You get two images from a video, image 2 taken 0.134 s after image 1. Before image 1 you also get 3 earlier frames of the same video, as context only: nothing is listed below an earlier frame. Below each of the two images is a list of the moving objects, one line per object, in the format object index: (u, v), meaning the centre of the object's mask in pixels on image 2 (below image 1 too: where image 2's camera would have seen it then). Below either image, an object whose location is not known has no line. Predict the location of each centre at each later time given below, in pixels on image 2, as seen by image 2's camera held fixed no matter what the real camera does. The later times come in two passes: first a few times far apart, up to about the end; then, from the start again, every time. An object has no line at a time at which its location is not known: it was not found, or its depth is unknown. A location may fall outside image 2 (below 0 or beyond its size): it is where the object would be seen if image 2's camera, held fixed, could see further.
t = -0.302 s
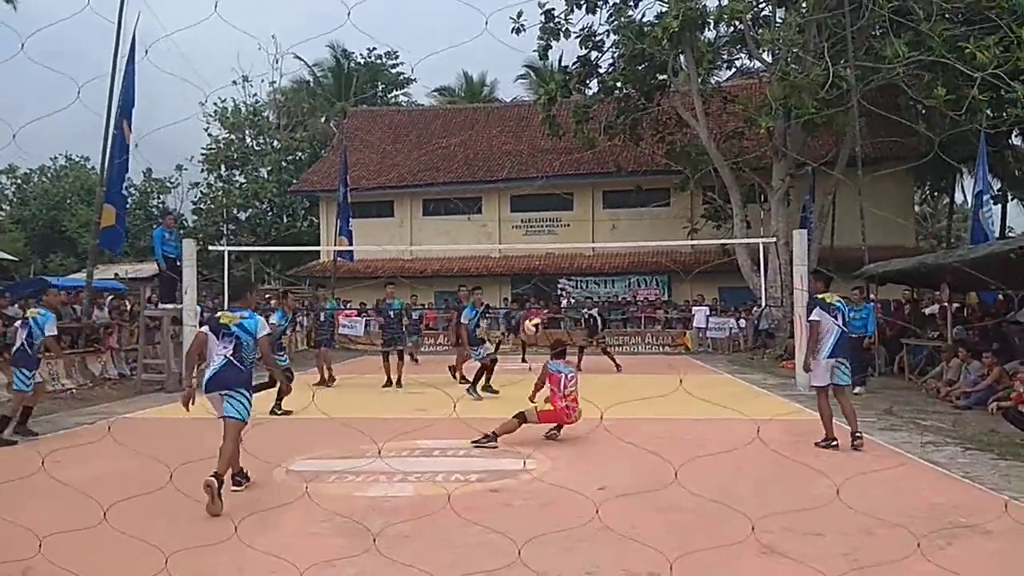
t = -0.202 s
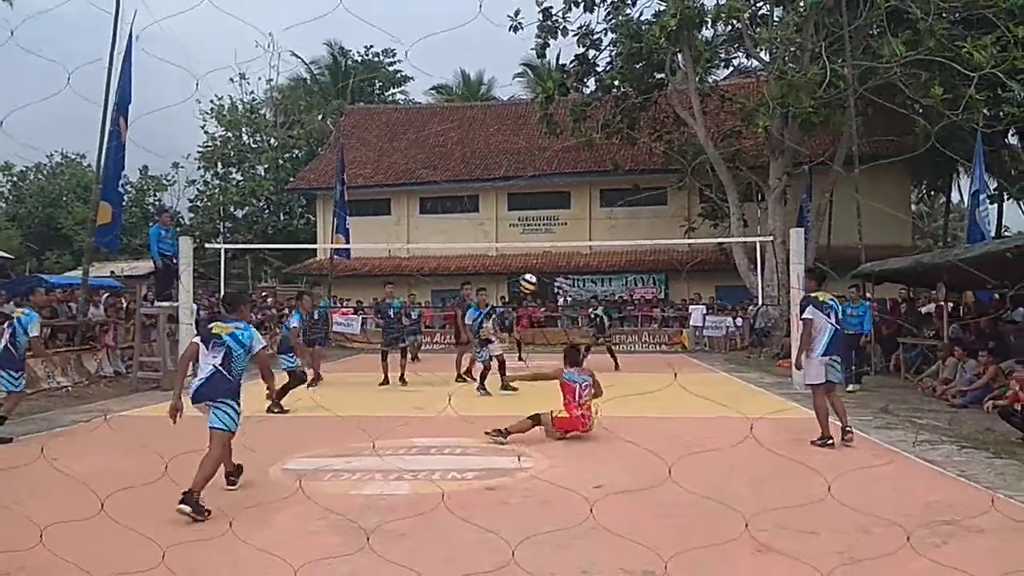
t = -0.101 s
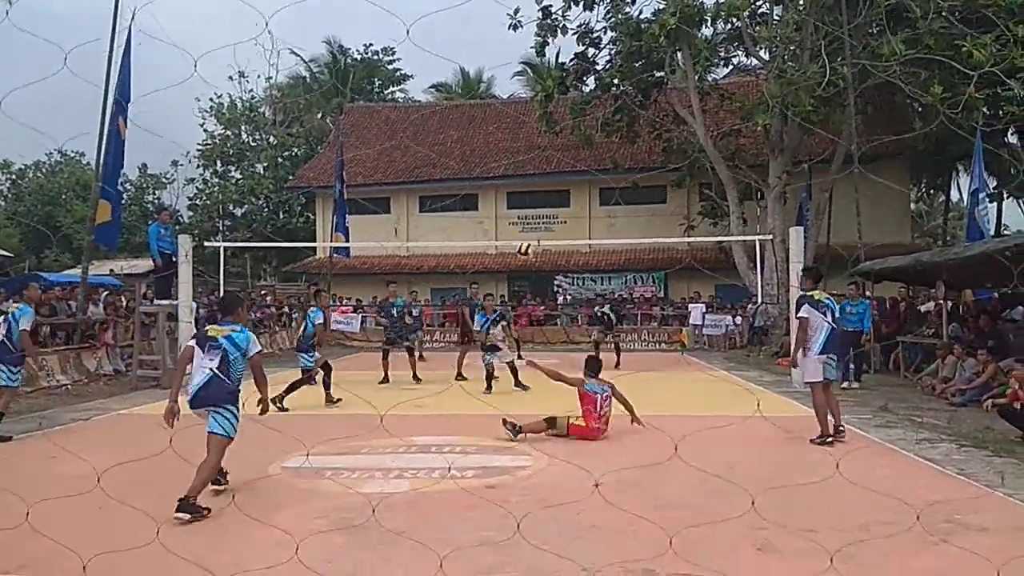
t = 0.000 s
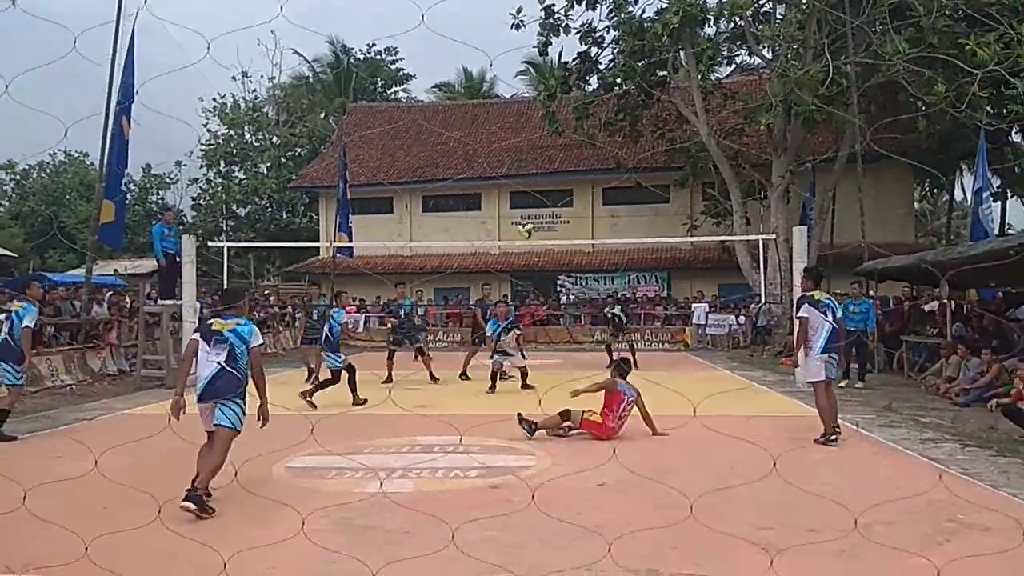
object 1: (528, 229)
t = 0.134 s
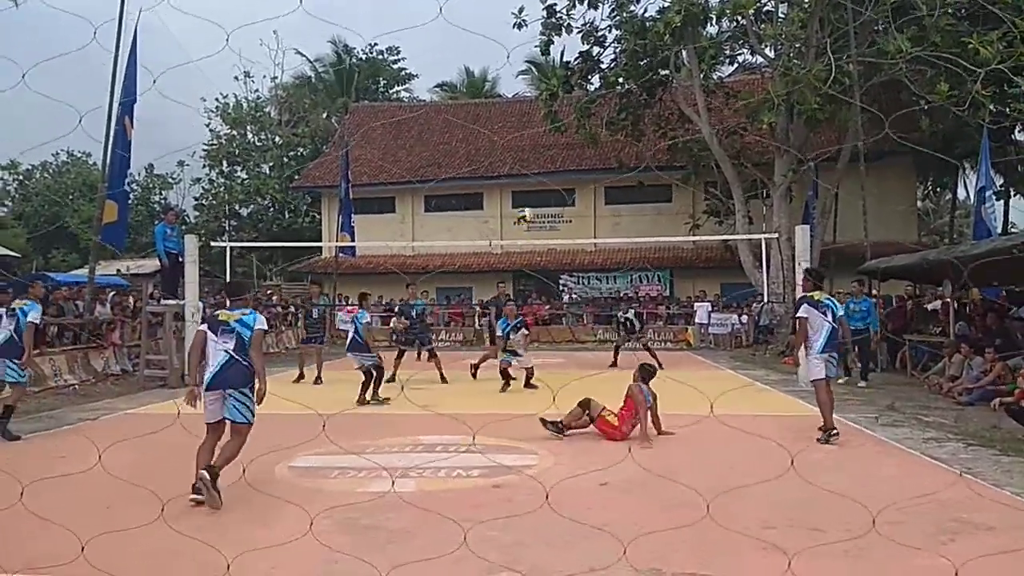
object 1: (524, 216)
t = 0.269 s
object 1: (521, 217)
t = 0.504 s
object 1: (518, 248)
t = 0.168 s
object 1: (524, 216)
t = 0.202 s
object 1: (523, 215)
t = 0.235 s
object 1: (522, 216)
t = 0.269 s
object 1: (521, 217)
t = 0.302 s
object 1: (521, 219)
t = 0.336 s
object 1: (520, 221)
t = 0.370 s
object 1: (520, 225)
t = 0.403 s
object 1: (519, 230)
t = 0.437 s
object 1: (517, 235)
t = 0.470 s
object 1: (517, 241)
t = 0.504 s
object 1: (518, 248)
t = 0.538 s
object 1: (515, 255)
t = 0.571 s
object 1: (516, 264)
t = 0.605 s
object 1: (515, 272)
